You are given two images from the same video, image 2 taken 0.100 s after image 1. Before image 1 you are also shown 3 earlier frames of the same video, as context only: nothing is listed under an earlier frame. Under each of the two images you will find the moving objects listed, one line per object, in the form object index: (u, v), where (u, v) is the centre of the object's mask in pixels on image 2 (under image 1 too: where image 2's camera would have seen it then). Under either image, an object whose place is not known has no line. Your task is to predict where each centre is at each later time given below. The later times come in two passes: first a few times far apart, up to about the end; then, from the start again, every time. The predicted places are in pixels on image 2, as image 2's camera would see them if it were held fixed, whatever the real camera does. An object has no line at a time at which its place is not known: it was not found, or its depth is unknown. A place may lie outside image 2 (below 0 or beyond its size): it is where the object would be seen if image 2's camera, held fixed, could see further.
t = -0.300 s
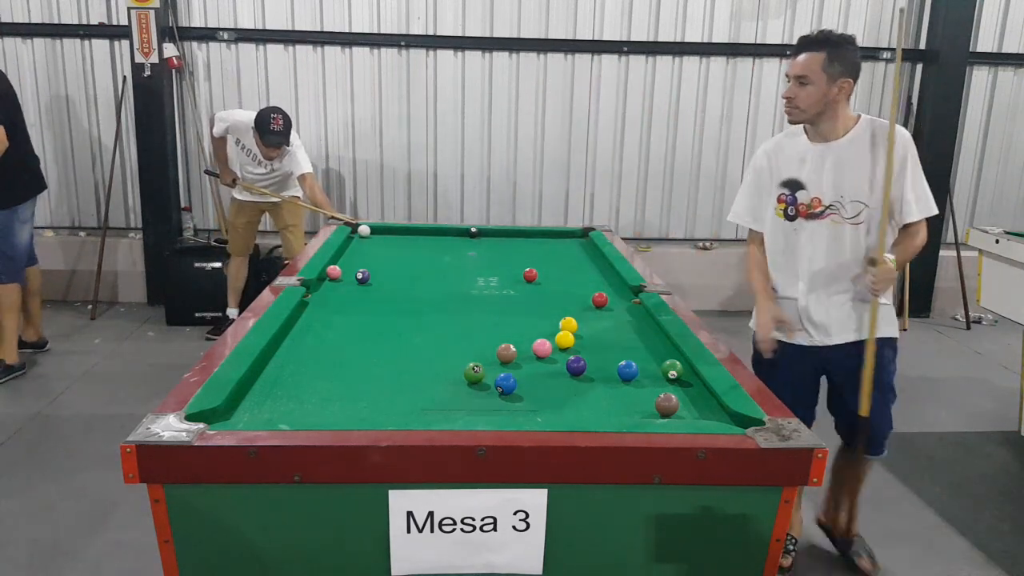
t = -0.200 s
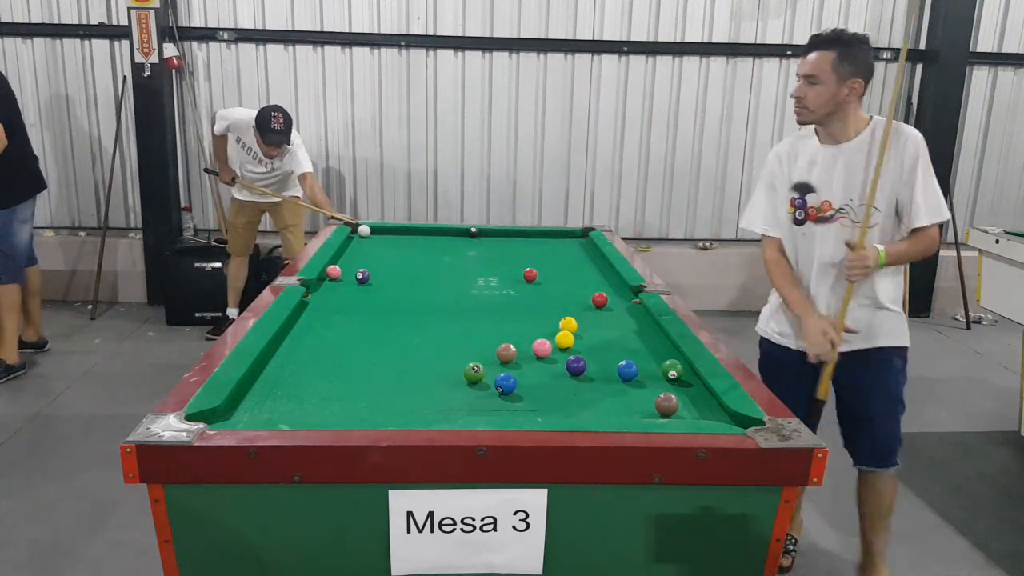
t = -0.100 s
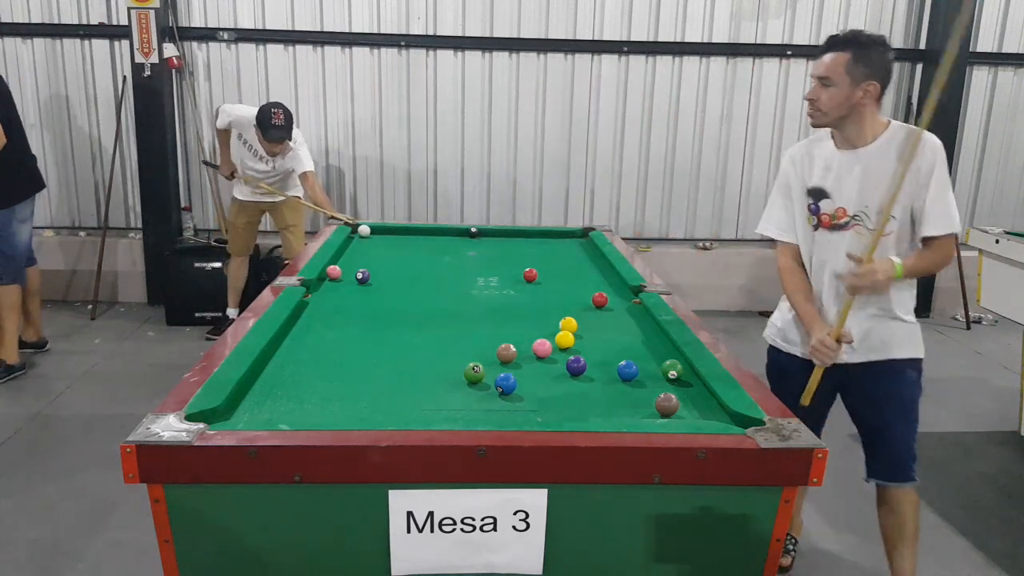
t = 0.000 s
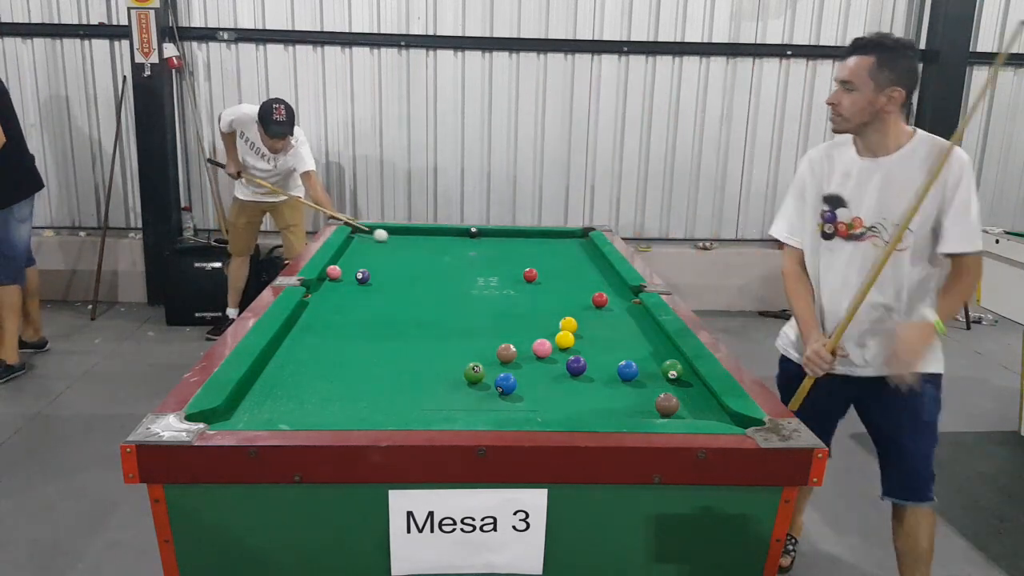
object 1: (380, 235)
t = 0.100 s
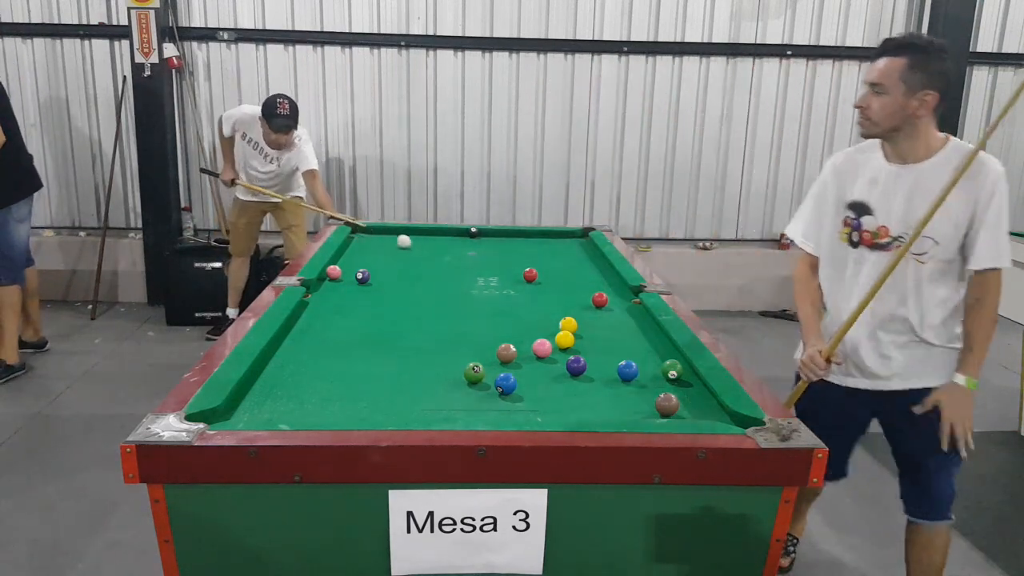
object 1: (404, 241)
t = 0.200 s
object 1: (429, 249)
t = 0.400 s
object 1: (483, 263)
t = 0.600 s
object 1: (523, 275)
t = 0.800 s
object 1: (544, 284)
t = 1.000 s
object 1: (567, 294)
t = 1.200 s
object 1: (591, 304)
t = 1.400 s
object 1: (616, 315)
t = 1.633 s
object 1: (647, 327)
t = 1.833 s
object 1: (650, 336)
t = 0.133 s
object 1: (412, 244)
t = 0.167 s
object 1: (420, 246)
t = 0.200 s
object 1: (429, 249)
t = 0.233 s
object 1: (438, 251)
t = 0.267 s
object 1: (446, 253)
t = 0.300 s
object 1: (455, 255)
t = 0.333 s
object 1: (465, 258)
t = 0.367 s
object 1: (474, 260)
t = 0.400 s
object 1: (483, 263)
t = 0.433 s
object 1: (493, 266)
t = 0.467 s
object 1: (503, 268)
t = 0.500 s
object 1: (513, 271)
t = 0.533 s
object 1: (518, 272)
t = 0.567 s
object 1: (520, 274)
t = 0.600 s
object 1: (523, 275)
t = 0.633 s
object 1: (526, 277)
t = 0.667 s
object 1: (530, 278)
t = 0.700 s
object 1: (534, 280)
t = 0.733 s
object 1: (537, 281)
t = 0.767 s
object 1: (541, 283)
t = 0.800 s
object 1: (544, 284)
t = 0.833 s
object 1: (548, 286)
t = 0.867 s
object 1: (552, 288)
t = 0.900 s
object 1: (556, 289)
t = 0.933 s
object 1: (560, 291)
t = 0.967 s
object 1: (563, 292)
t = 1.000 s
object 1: (567, 294)
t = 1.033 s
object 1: (571, 296)
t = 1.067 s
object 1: (575, 297)
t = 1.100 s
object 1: (579, 299)
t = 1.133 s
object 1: (583, 301)
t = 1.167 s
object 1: (587, 302)
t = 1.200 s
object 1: (591, 304)
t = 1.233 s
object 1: (595, 306)
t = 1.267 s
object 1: (599, 307)
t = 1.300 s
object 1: (604, 309)
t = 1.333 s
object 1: (608, 311)
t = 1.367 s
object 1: (612, 313)
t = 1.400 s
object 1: (616, 315)
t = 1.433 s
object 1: (620, 316)
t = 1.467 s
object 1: (625, 318)
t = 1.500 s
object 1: (629, 320)
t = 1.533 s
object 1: (634, 322)
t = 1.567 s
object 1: (638, 324)
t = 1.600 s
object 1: (642, 326)
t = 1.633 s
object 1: (647, 327)
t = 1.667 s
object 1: (651, 329)
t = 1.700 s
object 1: (654, 331)
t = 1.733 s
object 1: (653, 332)
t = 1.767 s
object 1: (652, 334)
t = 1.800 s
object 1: (651, 335)
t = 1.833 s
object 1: (650, 336)
